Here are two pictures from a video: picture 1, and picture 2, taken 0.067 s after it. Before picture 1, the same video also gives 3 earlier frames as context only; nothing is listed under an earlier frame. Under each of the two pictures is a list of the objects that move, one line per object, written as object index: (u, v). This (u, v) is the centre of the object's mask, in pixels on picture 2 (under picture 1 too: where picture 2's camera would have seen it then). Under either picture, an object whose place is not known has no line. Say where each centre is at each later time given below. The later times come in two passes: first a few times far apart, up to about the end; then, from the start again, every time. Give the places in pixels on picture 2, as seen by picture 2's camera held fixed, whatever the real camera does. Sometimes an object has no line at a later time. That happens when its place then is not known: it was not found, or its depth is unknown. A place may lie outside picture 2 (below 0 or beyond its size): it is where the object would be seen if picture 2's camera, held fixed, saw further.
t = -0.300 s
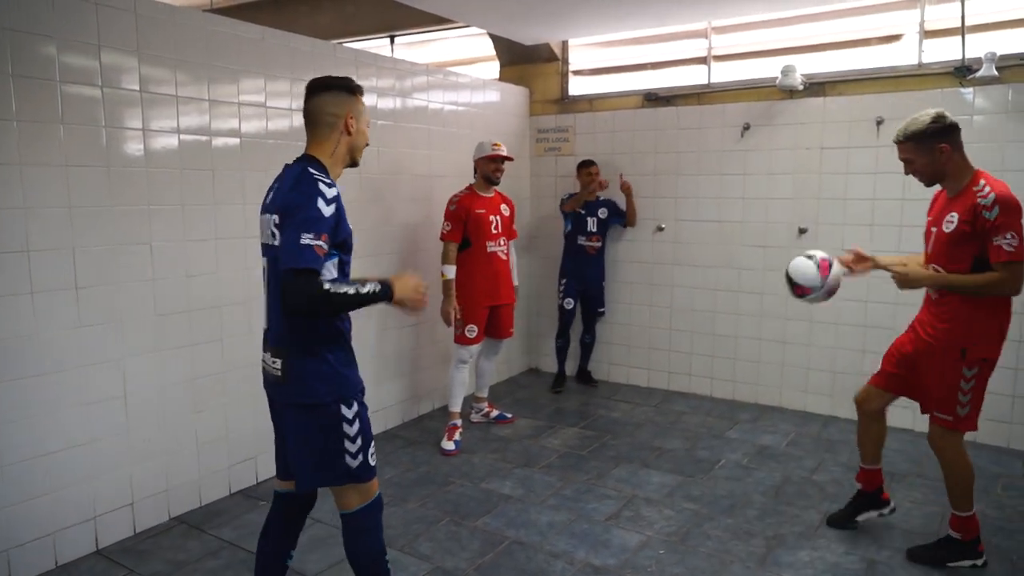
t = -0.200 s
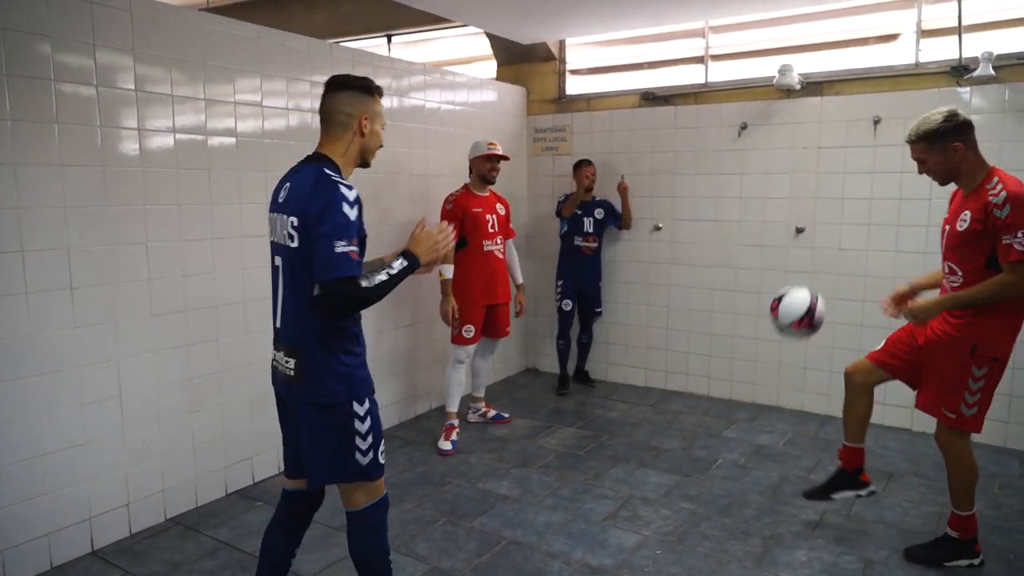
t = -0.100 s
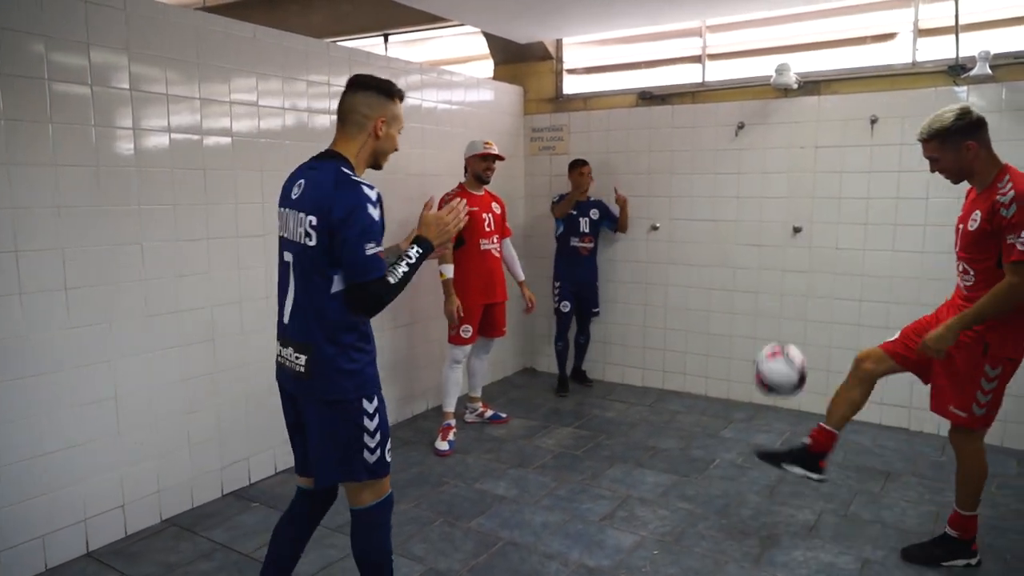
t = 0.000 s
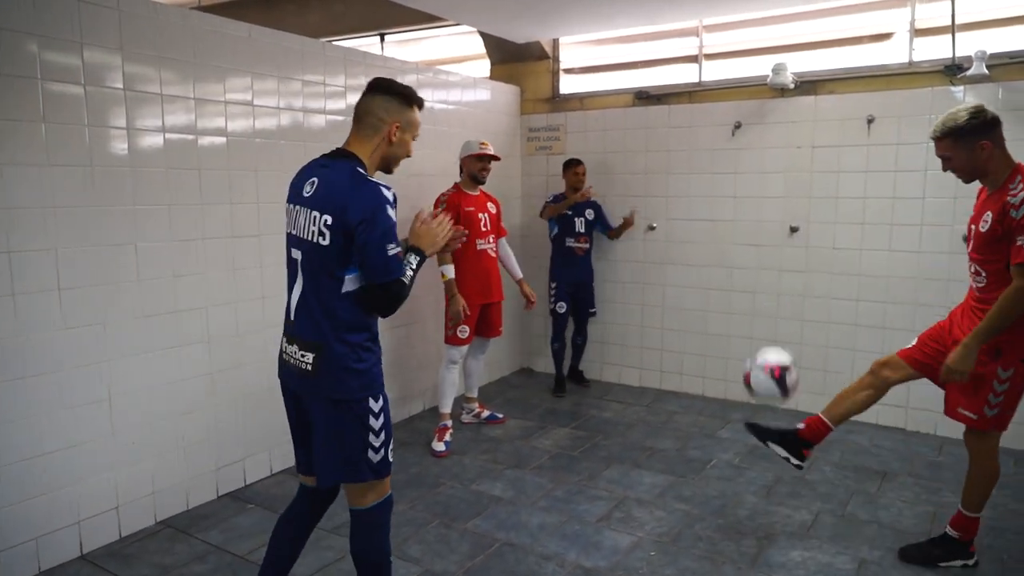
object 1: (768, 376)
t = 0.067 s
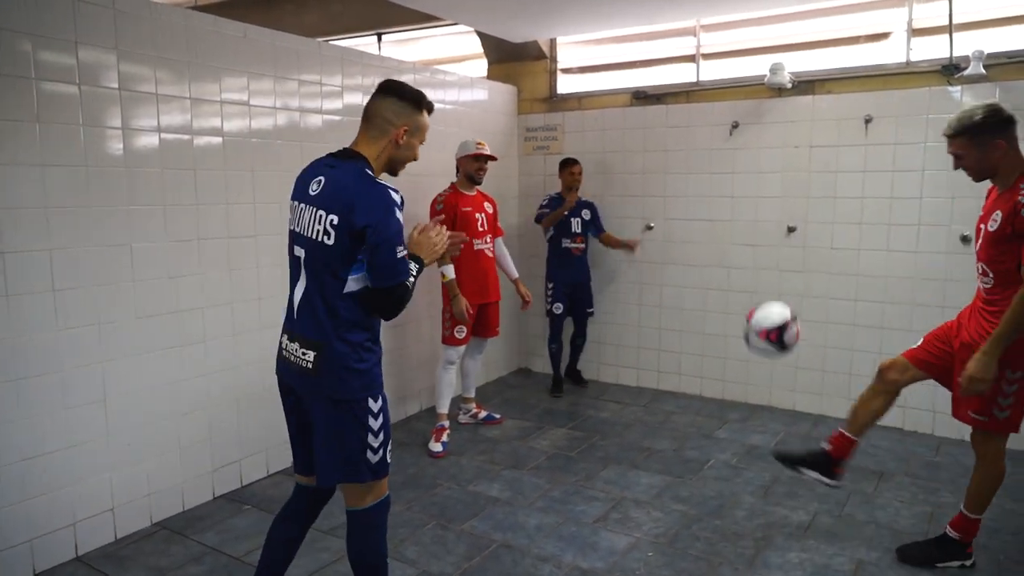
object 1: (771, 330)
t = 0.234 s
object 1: (777, 250)
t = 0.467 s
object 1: (780, 252)
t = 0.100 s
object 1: (773, 308)
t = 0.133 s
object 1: (774, 289)
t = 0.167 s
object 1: (775, 273)
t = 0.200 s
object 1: (776, 261)
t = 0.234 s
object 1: (777, 250)
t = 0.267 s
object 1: (778, 242)
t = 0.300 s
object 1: (779, 236)
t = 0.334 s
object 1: (779, 233)
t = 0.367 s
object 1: (780, 234)
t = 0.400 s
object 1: (780, 236)
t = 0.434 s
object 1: (780, 243)
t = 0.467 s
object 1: (780, 252)
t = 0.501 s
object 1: (779, 265)
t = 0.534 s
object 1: (779, 281)
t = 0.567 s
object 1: (778, 301)
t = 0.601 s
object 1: (776, 325)
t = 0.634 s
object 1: (776, 351)
